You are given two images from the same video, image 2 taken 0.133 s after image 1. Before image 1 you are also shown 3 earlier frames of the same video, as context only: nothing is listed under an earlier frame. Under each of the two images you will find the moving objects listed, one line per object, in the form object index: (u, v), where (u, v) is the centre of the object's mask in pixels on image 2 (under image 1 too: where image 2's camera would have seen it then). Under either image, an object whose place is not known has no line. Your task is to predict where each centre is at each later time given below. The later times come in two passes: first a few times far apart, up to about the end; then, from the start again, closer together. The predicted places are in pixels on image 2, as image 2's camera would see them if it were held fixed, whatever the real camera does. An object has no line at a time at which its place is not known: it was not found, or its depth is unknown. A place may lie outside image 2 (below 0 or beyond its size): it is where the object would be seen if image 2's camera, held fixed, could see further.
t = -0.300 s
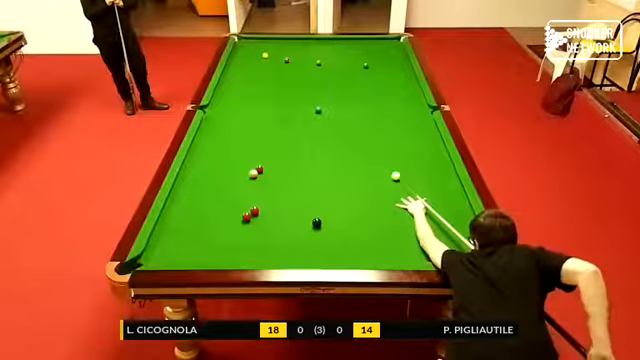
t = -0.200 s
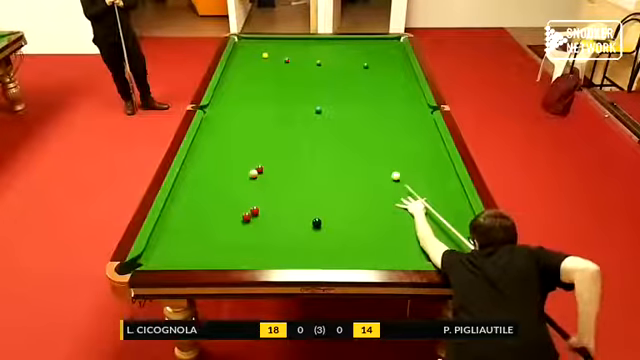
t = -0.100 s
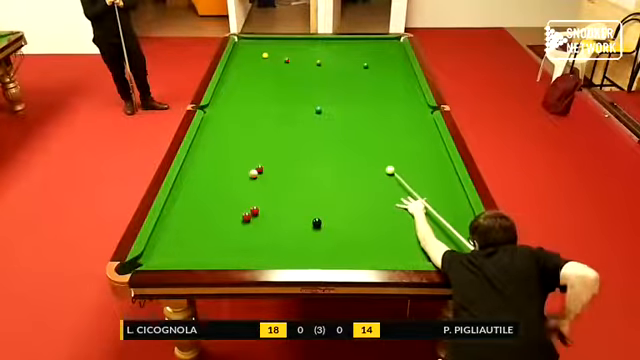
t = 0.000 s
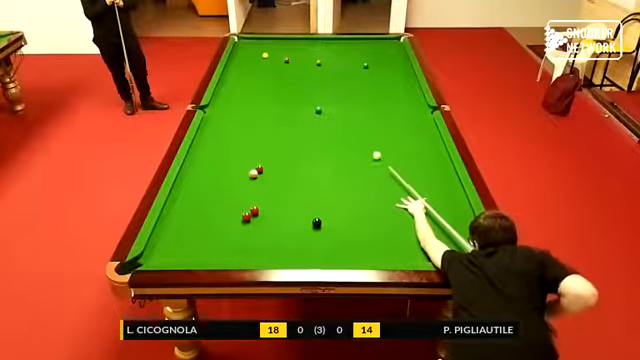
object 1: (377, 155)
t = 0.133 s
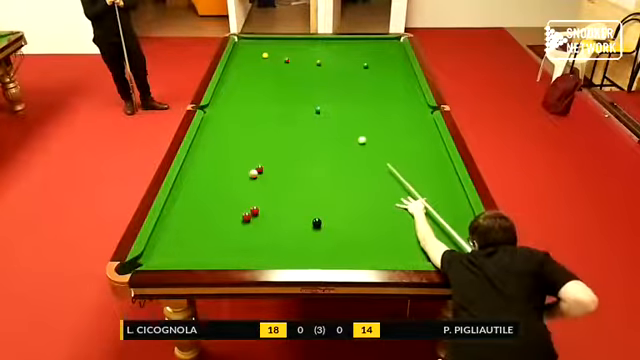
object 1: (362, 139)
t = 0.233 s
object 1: (352, 129)
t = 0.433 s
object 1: (334, 110)
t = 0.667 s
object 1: (316, 90)
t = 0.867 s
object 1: (303, 76)
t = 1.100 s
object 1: (291, 62)
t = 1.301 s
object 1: (295, 57)
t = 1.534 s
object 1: (299, 51)
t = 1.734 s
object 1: (302, 47)
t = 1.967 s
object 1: (306, 43)
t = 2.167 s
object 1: (308, 39)
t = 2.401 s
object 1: (310, 41)
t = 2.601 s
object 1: (311, 43)
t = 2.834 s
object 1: (314, 47)
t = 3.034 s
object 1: (315, 49)
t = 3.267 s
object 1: (316, 52)
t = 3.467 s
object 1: (317, 54)
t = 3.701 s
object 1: (319, 57)
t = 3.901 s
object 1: (320, 58)
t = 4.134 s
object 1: (322, 61)
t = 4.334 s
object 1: (323, 61)
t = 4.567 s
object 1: (325, 62)
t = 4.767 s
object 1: (326, 62)
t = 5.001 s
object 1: (327, 63)
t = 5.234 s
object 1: (328, 63)
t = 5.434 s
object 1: (328, 63)
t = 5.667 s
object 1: (328, 63)
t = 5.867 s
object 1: (328, 63)
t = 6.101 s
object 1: (328, 63)
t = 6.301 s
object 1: (328, 63)
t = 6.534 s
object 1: (328, 63)
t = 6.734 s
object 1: (328, 63)
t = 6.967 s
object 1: (328, 63)
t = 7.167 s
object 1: (328, 63)
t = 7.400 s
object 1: (328, 63)
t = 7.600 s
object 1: (328, 63)
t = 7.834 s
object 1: (328, 63)
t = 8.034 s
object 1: (328, 63)
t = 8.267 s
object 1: (328, 63)
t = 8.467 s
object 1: (328, 63)
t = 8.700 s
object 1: (328, 63)
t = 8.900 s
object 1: (328, 63)
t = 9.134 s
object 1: (328, 63)
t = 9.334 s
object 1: (328, 63)
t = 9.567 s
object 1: (328, 63)
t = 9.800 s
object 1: (328, 63)
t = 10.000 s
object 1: (328, 63)
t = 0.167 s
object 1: (358, 136)
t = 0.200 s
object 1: (355, 132)
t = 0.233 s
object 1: (352, 129)
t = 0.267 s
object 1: (349, 125)
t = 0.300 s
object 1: (346, 122)
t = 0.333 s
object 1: (343, 118)
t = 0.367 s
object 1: (340, 115)
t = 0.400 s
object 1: (337, 112)
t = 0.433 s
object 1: (334, 110)
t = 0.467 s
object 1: (332, 107)
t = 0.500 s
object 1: (329, 104)
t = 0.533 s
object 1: (326, 101)
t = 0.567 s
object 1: (324, 98)
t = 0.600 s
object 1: (322, 96)
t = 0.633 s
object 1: (319, 93)
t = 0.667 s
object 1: (316, 90)
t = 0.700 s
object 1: (314, 88)
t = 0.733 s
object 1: (312, 86)
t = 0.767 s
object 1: (310, 83)
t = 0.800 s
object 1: (308, 81)
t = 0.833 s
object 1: (306, 77)
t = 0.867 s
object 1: (303, 76)
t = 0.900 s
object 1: (302, 74)
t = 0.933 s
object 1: (300, 71)
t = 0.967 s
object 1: (298, 70)
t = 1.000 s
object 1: (296, 68)
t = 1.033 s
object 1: (294, 65)
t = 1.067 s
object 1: (292, 63)
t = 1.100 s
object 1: (291, 62)
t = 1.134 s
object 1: (291, 61)
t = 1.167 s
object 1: (292, 60)
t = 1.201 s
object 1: (293, 59)
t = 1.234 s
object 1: (294, 58)
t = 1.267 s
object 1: (294, 58)
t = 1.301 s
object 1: (295, 57)
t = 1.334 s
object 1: (296, 56)
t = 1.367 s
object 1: (296, 55)
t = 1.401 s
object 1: (297, 54)
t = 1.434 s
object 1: (297, 54)
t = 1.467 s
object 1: (298, 53)
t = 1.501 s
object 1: (298, 52)
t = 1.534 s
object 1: (299, 51)
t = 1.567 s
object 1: (299, 51)
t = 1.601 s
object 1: (300, 50)
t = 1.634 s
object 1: (301, 49)
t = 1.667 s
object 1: (301, 48)
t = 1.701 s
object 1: (301, 48)
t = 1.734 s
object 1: (302, 47)
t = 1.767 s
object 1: (303, 46)
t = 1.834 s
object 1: (304, 45)
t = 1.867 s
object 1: (304, 44)
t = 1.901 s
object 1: (305, 43)
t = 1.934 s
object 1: (305, 43)
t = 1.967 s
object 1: (306, 43)
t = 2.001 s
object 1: (306, 43)
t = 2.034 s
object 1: (307, 41)
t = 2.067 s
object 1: (307, 41)
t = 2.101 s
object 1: (308, 40)
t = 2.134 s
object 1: (308, 40)
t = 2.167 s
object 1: (308, 39)
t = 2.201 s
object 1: (309, 39)
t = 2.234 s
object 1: (309, 39)
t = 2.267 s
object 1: (309, 39)
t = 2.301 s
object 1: (309, 39)
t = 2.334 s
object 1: (310, 40)
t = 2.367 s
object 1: (310, 41)
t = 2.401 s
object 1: (310, 41)
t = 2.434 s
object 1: (311, 42)
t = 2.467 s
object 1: (311, 42)
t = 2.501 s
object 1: (311, 42)
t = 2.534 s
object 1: (311, 42)
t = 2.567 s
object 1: (312, 43)
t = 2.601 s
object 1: (311, 43)
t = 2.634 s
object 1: (312, 44)
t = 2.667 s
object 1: (312, 44)
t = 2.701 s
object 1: (312, 44)
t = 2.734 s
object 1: (313, 45)
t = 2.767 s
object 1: (313, 46)
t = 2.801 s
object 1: (313, 46)
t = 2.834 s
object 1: (314, 47)
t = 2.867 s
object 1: (314, 47)
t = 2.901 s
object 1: (314, 47)
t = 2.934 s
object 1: (314, 47)
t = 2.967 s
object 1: (315, 48)
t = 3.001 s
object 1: (315, 49)
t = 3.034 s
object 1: (315, 49)
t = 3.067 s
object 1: (315, 49)
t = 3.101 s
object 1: (315, 50)
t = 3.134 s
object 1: (316, 51)
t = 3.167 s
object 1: (316, 51)
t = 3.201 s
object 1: (316, 52)
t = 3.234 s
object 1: (316, 52)
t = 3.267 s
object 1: (316, 52)
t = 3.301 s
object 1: (316, 52)
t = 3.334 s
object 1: (316, 53)
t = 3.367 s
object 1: (316, 53)
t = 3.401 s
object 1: (317, 54)
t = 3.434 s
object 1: (317, 54)
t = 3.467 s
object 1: (317, 54)
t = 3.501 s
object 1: (317, 55)
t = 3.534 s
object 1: (317, 55)
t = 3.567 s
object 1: (318, 56)
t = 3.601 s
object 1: (318, 56)
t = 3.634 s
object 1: (318, 56)
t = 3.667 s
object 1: (319, 56)
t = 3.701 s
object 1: (319, 57)
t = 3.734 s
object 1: (319, 57)
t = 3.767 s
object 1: (319, 57)
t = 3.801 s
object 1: (319, 57)
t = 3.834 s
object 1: (320, 58)
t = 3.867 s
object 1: (320, 58)
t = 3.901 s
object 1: (320, 58)
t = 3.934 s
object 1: (320, 58)
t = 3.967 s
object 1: (321, 60)
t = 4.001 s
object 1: (321, 59)
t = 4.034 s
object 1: (321, 59)
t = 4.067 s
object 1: (321, 60)
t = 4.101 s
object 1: (322, 61)
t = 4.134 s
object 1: (322, 61)
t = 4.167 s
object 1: (322, 61)
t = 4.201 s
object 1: (322, 61)
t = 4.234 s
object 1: (322, 61)
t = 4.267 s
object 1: (323, 61)
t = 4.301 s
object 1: (323, 61)
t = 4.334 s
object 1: (323, 61)
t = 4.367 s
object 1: (323, 61)
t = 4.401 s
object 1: (324, 61)
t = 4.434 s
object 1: (325, 62)
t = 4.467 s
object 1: (325, 62)
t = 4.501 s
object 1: (325, 62)
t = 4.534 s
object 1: (325, 62)
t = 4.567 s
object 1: (325, 62)
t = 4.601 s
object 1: (325, 62)
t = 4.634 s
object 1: (325, 62)
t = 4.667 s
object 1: (326, 62)
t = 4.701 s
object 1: (326, 62)
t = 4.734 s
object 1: (326, 62)
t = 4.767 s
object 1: (326, 62)
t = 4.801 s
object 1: (326, 63)
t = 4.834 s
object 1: (326, 63)
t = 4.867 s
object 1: (326, 63)
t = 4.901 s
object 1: (326, 63)
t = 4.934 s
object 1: (326, 63)
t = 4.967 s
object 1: (327, 63)
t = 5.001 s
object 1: (327, 63)
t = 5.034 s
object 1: (327, 63)
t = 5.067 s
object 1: (327, 63)
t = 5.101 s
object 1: (327, 63)
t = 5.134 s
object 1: (327, 63)
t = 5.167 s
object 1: (328, 63)
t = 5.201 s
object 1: (328, 63)
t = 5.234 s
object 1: (328, 63)
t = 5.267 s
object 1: (328, 63)
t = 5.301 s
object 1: (328, 63)
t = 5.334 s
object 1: (328, 63)
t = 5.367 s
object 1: (328, 63)
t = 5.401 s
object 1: (328, 63)
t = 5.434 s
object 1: (328, 63)
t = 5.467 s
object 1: (328, 63)
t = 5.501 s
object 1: (328, 63)
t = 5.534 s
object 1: (328, 63)
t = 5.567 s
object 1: (328, 63)
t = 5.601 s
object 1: (328, 63)
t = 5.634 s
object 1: (328, 63)
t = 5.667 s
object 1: (328, 63)
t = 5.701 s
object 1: (328, 63)
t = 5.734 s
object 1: (328, 63)
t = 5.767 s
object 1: (328, 63)
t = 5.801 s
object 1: (328, 63)
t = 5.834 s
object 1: (328, 63)
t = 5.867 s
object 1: (328, 63)
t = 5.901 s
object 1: (328, 63)
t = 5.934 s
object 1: (328, 63)
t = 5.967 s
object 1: (328, 63)
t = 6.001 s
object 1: (328, 63)
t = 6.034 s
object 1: (328, 63)
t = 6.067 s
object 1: (328, 63)
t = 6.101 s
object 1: (328, 63)
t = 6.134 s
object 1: (328, 63)
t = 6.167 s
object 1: (328, 63)
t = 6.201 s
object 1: (328, 63)
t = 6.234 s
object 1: (328, 63)
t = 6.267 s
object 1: (328, 63)
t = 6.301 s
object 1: (328, 63)
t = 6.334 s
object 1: (328, 63)
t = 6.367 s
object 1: (328, 63)
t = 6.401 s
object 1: (328, 63)
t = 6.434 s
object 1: (328, 63)
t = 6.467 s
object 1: (328, 63)
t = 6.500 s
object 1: (328, 63)
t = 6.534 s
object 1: (328, 63)
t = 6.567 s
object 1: (328, 63)
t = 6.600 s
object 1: (328, 63)
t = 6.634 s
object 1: (328, 63)
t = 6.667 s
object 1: (328, 63)
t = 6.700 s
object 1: (328, 63)
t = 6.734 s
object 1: (328, 63)
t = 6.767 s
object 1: (328, 63)
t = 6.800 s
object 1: (328, 63)
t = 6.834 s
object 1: (328, 63)
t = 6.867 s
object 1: (328, 63)
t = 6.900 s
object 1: (328, 63)
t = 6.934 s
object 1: (328, 63)
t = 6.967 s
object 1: (328, 63)
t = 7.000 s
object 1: (328, 63)
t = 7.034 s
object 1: (328, 63)
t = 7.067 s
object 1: (328, 63)
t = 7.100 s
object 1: (328, 63)
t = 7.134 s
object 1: (328, 63)
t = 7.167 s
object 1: (328, 63)
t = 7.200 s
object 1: (328, 63)
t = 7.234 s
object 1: (328, 63)
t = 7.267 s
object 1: (328, 63)
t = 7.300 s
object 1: (328, 63)
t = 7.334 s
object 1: (328, 63)
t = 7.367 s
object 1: (328, 63)
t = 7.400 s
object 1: (328, 63)
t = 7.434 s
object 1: (328, 63)
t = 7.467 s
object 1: (328, 63)
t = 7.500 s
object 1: (328, 63)
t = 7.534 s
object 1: (328, 63)
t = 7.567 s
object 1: (328, 63)
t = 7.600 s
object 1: (328, 63)
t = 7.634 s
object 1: (328, 63)
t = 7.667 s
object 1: (328, 63)
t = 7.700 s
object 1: (328, 63)
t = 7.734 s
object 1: (328, 63)
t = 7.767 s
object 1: (328, 63)
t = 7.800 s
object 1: (328, 63)
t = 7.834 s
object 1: (328, 63)
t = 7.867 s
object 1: (328, 63)
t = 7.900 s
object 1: (328, 63)
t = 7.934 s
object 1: (328, 63)
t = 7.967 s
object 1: (328, 63)
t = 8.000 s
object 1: (328, 63)
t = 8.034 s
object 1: (328, 63)
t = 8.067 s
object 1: (328, 63)
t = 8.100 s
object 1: (328, 63)
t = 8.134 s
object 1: (328, 63)
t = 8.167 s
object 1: (328, 63)
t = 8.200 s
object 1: (328, 63)
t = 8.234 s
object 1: (328, 63)
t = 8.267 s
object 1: (328, 63)
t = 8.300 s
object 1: (328, 63)
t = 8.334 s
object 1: (328, 63)
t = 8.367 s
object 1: (328, 63)
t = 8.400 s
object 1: (328, 63)
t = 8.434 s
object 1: (328, 63)
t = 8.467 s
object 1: (328, 63)
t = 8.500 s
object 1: (328, 63)
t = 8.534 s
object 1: (328, 63)
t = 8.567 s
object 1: (328, 63)
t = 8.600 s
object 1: (328, 63)
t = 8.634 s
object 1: (328, 63)
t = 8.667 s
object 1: (328, 63)
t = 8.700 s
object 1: (328, 63)
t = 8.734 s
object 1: (328, 63)
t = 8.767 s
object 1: (328, 63)
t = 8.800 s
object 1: (328, 63)
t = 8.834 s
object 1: (328, 63)
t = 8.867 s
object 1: (328, 63)
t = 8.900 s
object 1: (328, 63)
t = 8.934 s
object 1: (328, 63)
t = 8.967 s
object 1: (328, 63)
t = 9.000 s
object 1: (328, 63)
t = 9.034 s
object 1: (328, 63)
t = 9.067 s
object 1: (328, 63)
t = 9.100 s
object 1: (328, 63)
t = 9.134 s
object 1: (328, 63)
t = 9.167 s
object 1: (328, 63)
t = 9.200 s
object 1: (328, 63)
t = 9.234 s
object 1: (328, 63)
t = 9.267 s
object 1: (328, 63)
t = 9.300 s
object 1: (328, 63)
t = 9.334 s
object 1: (328, 63)
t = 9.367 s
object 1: (328, 63)
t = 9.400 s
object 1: (328, 63)
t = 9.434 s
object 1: (328, 63)
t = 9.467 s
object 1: (328, 63)
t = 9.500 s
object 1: (328, 63)
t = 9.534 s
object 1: (328, 63)
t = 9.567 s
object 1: (328, 63)
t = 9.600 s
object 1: (328, 63)
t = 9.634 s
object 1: (328, 63)
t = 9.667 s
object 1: (328, 63)
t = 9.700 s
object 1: (328, 63)
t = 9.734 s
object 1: (328, 63)
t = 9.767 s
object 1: (328, 63)
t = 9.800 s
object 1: (328, 63)
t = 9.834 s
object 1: (328, 63)
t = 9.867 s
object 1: (328, 63)
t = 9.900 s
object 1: (328, 63)
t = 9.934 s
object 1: (328, 63)
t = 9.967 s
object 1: (328, 63)
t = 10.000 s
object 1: (328, 63)
